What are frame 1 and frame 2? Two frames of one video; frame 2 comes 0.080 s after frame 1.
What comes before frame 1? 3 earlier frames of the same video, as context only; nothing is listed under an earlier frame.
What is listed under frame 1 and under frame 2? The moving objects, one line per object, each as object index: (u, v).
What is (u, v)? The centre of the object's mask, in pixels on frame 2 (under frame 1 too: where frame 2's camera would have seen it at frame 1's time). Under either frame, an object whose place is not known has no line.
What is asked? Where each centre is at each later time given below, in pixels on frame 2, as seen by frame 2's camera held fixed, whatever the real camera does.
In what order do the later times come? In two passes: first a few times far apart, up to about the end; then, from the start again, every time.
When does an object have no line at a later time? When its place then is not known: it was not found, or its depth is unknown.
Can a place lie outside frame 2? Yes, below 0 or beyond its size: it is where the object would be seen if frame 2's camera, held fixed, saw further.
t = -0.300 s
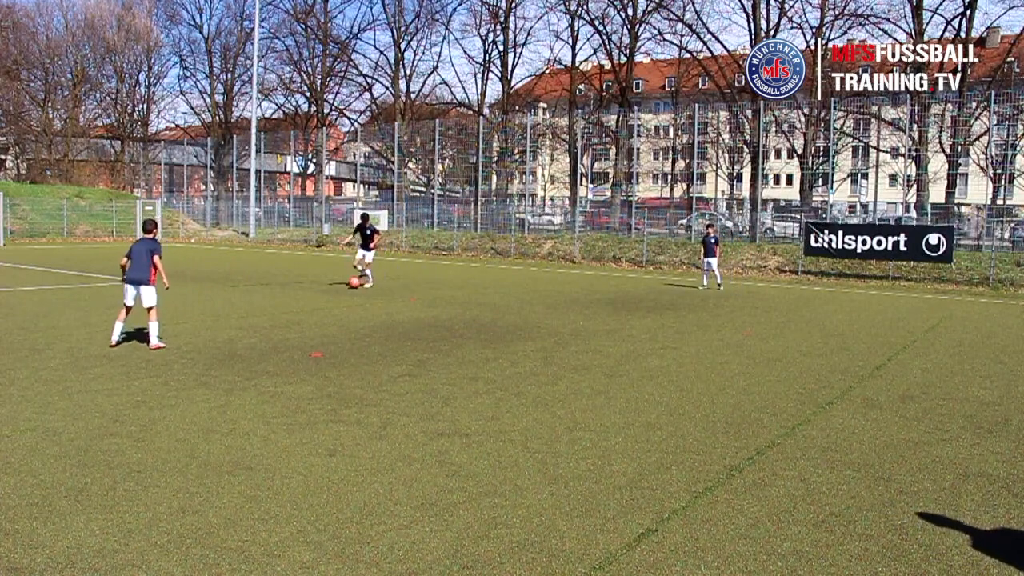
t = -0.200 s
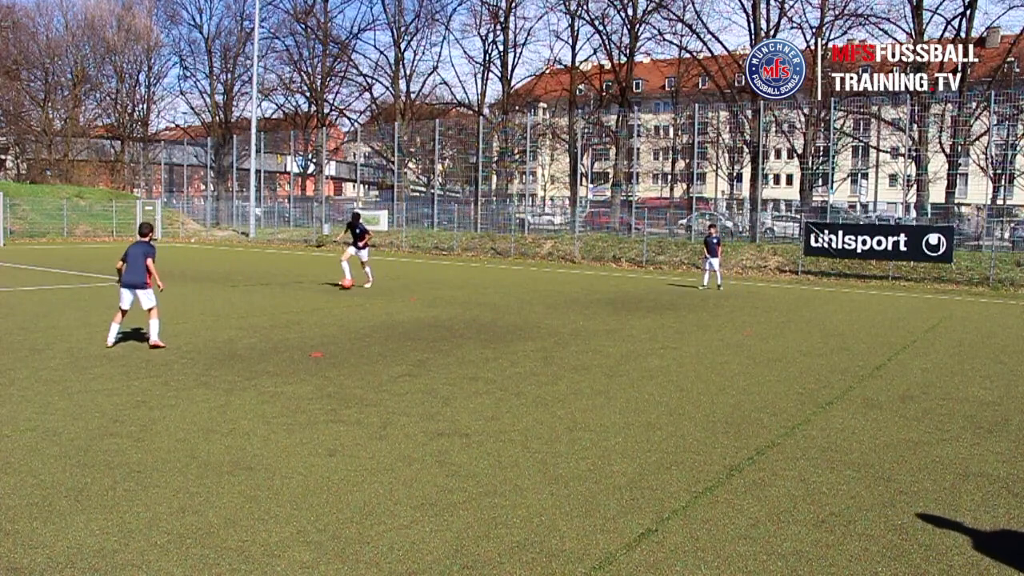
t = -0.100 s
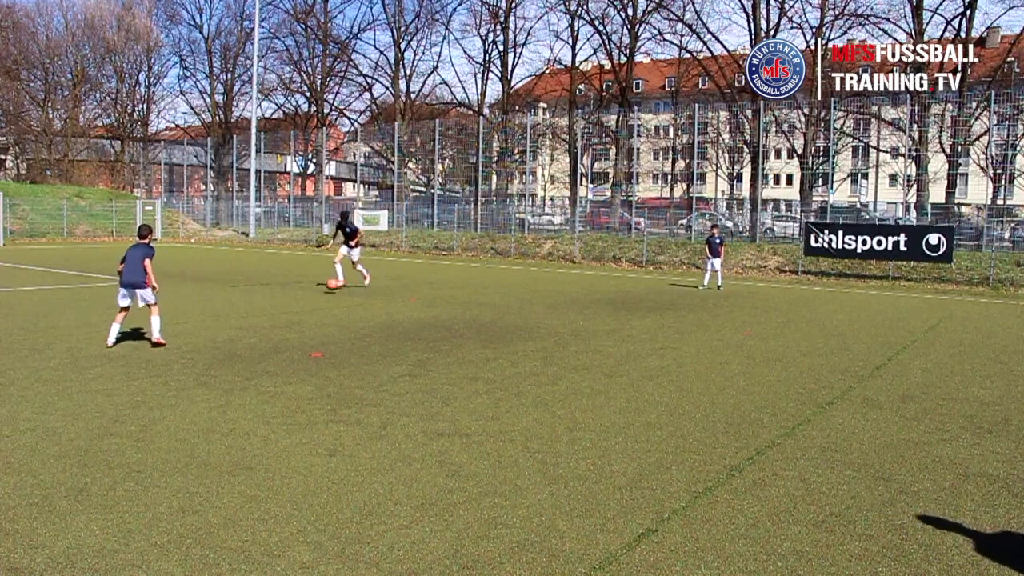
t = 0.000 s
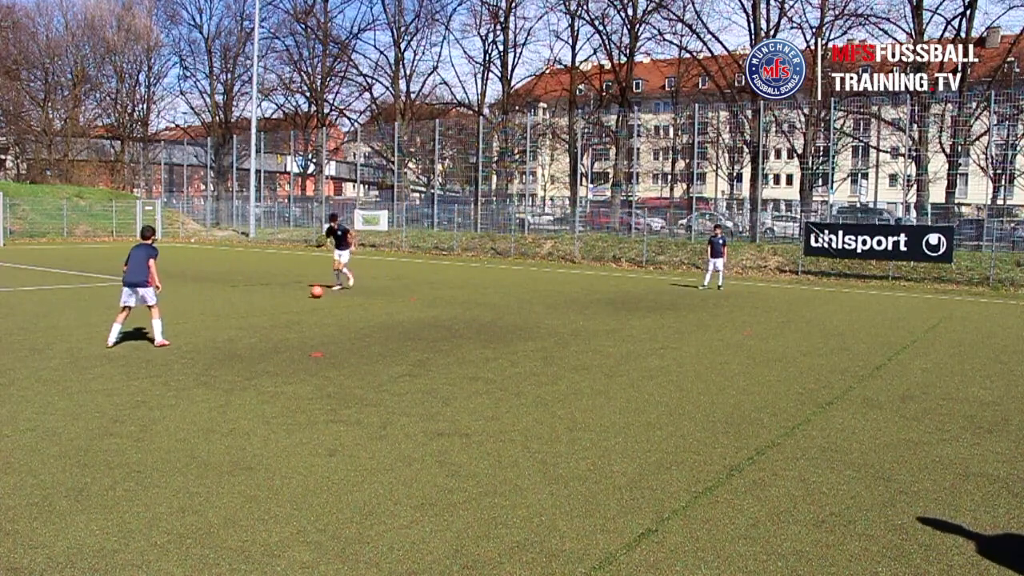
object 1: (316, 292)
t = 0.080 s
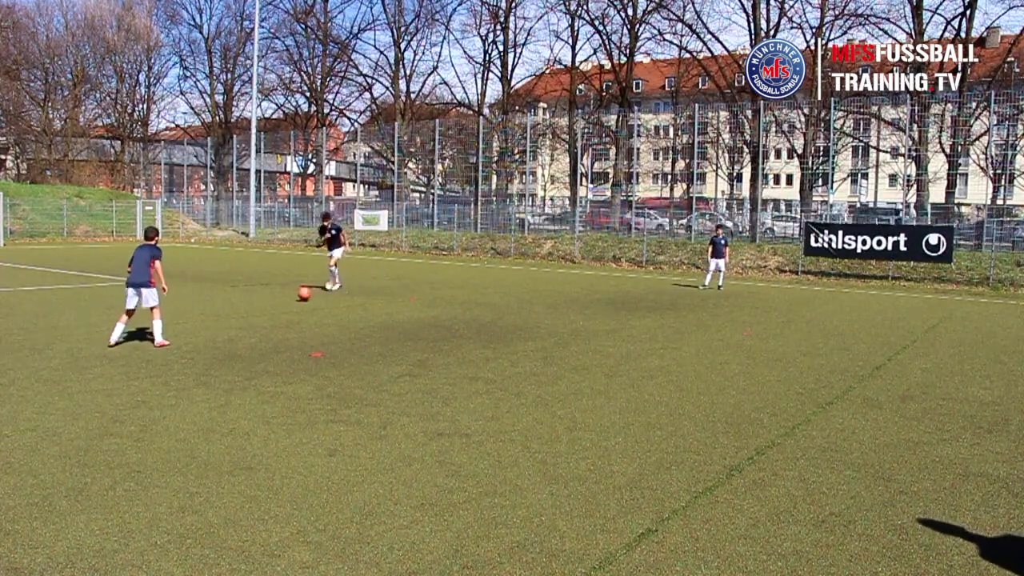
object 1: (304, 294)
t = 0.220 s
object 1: (282, 300)
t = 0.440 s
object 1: (243, 309)
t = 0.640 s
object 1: (202, 321)
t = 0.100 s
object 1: (301, 294)
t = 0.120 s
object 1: (298, 296)
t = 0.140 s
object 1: (295, 297)
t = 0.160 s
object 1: (291, 298)
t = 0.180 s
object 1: (288, 299)
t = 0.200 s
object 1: (285, 299)
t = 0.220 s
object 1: (282, 300)
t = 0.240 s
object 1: (279, 301)
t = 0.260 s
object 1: (276, 301)
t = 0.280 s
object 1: (273, 302)
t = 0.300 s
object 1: (269, 303)
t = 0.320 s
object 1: (265, 305)
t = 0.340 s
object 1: (262, 305)
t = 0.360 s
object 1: (258, 306)
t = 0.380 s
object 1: (255, 306)
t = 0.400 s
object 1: (251, 307)
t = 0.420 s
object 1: (247, 308)
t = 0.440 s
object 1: (243, 309)
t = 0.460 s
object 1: (240, 311)
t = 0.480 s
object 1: (236, 313)
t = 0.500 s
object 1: (232, 314)
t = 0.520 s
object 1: (227, 315)
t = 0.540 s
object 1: (223, 315)
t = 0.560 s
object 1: (219, 316)
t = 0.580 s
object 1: (215, 317)
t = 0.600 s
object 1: (210, 318)
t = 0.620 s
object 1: (207, 319)
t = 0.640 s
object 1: (202, 321)
